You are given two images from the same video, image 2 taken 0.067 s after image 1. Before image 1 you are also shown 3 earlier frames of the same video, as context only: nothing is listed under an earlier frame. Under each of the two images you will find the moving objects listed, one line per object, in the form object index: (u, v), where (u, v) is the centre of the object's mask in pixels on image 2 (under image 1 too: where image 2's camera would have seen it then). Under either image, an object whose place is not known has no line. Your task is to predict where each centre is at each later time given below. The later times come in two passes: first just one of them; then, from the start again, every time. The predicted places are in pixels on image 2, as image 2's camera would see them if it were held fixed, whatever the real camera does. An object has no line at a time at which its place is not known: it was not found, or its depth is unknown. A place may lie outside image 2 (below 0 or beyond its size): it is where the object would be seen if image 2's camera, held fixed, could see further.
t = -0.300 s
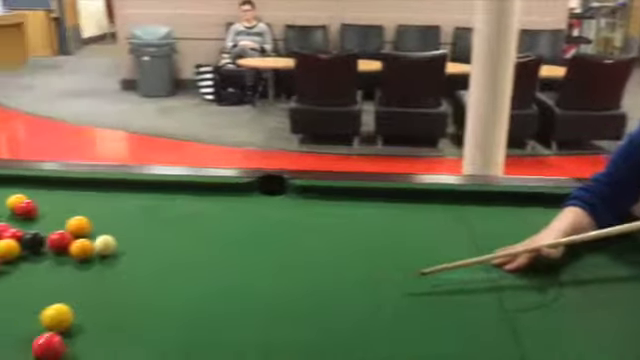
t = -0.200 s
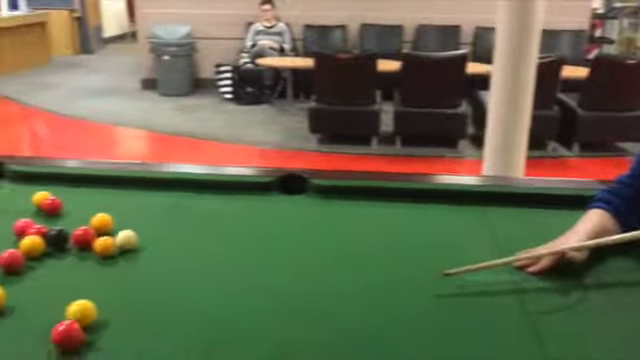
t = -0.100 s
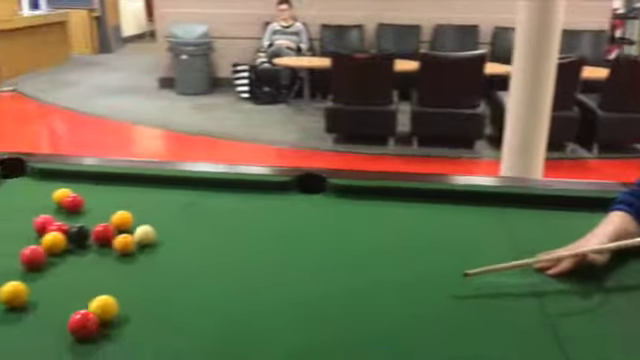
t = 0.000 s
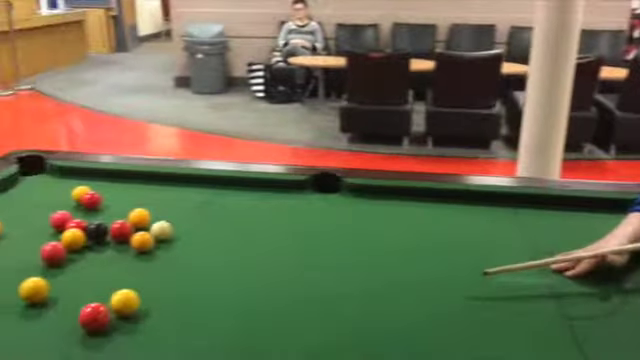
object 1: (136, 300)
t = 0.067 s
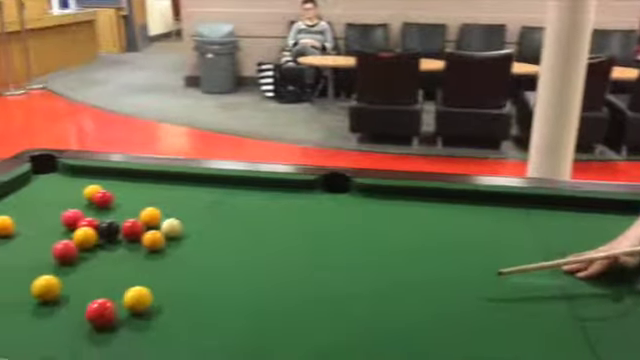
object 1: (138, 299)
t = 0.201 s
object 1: (141, 296)
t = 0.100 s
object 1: (138, 298)
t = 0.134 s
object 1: (139, 297)
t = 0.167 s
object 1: (140, 297)
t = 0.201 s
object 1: (141, 296)
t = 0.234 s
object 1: (142, 295)
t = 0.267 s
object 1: (142, 295)
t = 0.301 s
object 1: (143, 295)
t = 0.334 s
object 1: (143, 295)
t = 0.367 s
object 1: (143, 294)
